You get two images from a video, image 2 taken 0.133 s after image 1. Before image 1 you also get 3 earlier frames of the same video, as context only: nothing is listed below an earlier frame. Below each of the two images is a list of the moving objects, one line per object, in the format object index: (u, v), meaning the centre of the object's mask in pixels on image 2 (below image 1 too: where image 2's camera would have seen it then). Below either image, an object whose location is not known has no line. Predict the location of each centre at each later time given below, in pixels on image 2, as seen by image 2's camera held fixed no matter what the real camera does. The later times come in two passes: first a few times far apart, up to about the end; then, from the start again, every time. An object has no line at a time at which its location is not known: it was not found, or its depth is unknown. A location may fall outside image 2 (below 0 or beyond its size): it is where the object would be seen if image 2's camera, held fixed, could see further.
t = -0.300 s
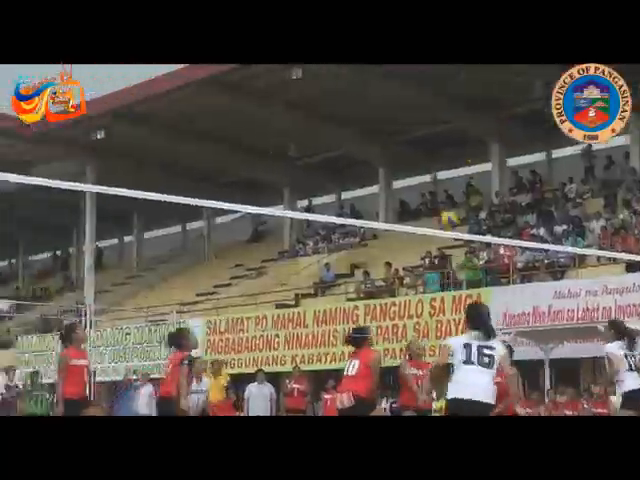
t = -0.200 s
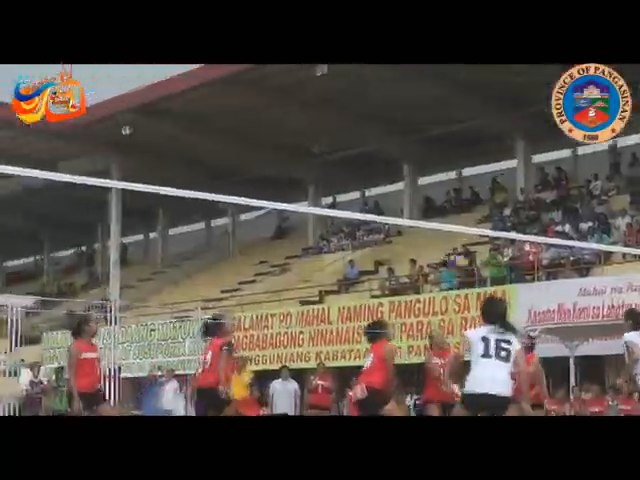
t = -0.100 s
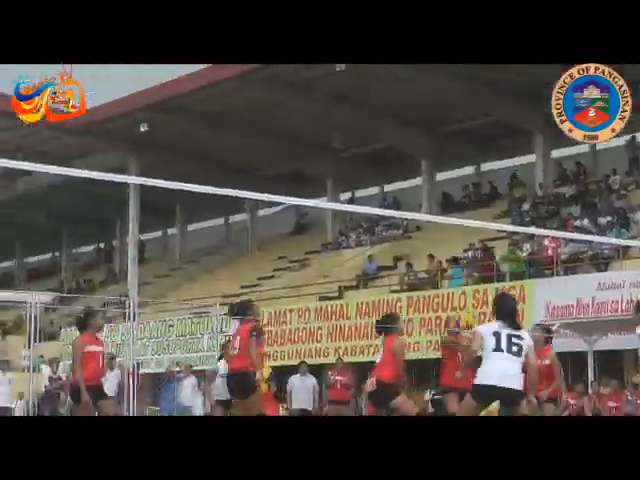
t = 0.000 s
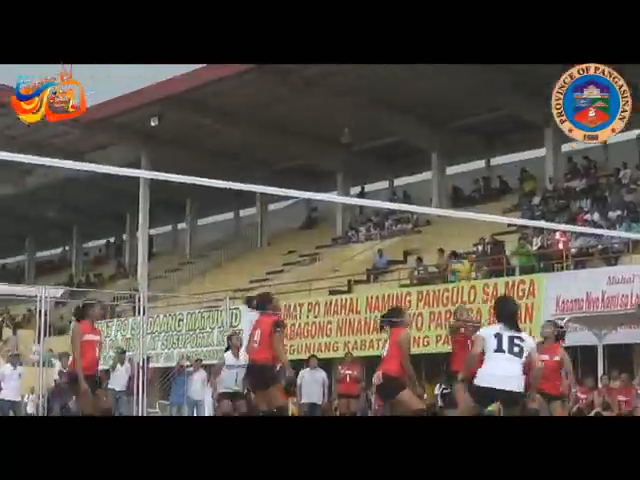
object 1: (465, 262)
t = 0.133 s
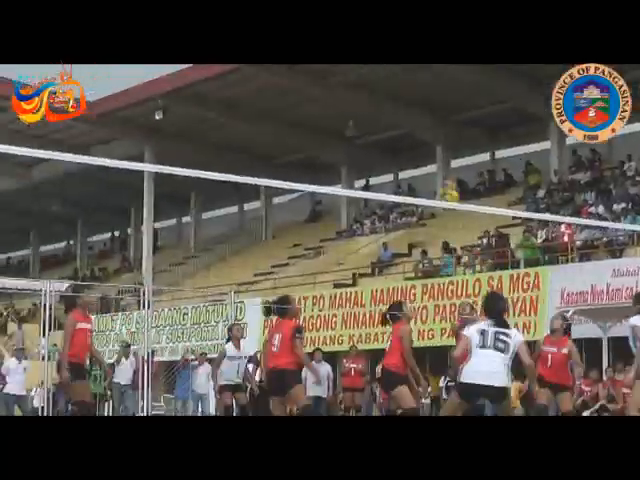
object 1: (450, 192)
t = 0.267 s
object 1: (433, 142)
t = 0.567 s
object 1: (393, 84)
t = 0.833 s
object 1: (356, 101)
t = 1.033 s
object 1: (330, 166)
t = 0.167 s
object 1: (447, 181)
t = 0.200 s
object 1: (441, 166)
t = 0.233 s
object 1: (436, 153)
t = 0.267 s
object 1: (433, 142)
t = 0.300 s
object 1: (427, 129)
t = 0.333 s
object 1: (423, 121)
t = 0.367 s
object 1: (419, 112)
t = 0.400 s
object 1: (415, 104)
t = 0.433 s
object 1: (410, 97)
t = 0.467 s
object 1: (406, 92)
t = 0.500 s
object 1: (401, 86)
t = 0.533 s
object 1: (397, 84)
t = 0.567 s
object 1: (393, 84)
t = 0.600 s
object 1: (388, 84)
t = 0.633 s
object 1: (384, 85)
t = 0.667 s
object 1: (379, 85)
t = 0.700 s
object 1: (374, 86)
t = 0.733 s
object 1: (370, 89)
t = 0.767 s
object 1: (365, 90)
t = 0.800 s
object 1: (360, 95)
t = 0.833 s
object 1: (356, 101)
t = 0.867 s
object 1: (352, 109)
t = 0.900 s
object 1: (348, 118)
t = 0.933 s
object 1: (343, 127)
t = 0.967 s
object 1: (338, 139)
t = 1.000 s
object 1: (333, 153)
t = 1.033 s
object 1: (330, 166)
